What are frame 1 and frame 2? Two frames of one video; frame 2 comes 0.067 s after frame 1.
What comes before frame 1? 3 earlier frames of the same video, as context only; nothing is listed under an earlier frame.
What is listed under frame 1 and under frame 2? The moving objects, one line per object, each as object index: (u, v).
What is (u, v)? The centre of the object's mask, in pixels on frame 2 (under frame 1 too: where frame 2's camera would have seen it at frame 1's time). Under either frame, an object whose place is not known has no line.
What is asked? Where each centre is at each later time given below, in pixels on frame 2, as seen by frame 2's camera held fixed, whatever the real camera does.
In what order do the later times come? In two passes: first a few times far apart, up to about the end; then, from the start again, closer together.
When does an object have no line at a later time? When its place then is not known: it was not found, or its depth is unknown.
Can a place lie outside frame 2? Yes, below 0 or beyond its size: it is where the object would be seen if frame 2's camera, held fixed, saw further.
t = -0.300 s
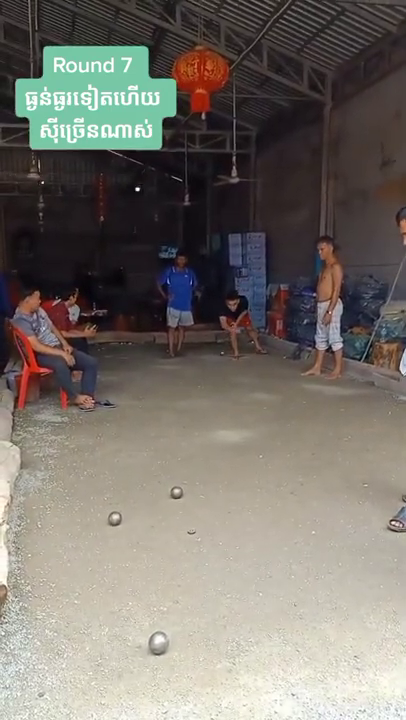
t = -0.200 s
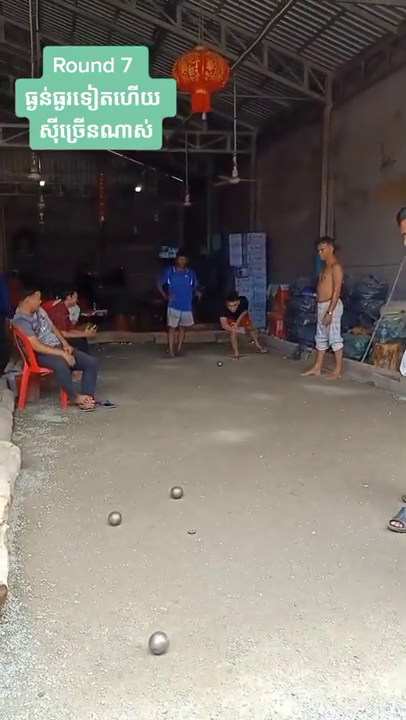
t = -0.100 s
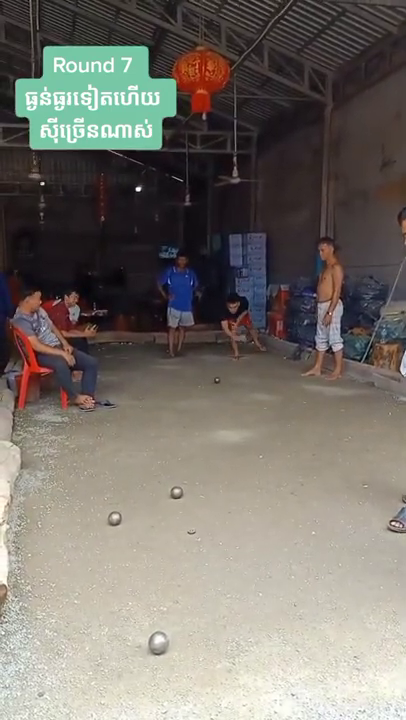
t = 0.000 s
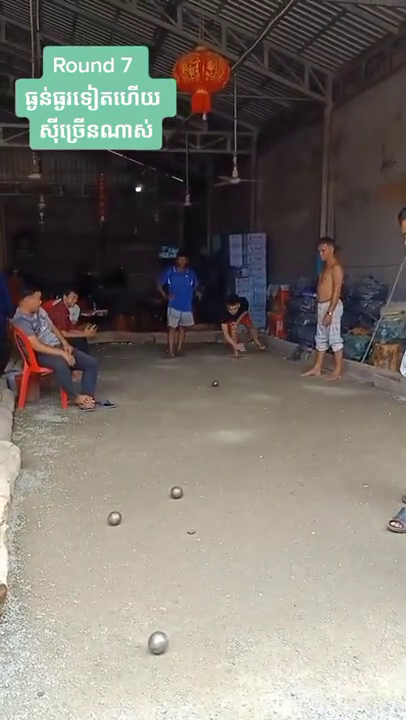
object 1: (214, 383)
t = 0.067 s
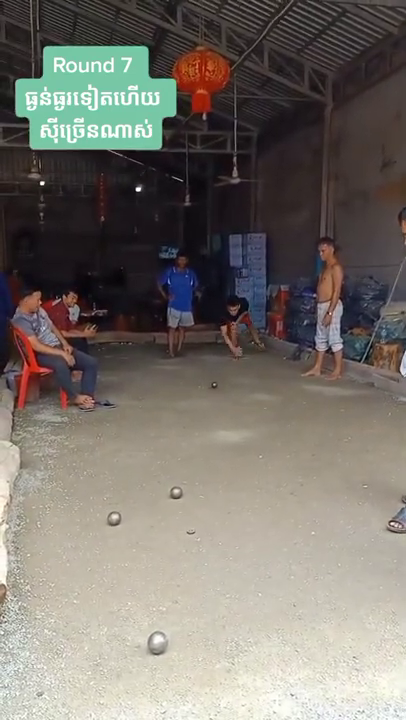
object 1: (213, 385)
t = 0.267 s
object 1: (212, 393)
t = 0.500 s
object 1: (212, 399)
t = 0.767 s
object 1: (211, 408)
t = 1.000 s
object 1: (211, 415)
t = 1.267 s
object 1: (214, 422)
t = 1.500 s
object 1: (217, 429)
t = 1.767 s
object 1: (220, 438)
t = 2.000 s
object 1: (221, 444)
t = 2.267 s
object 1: (223, 451)
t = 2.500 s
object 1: (222, 457)
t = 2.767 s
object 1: (220, 462)
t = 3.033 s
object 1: (221, 467)
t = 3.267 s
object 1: (220, 471)
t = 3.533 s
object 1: (217, 476)
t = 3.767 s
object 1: (216, 479)
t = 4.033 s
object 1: (216, 483)
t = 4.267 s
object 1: (215, 485)
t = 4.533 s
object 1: (213, 485)
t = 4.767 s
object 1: (212, 487)
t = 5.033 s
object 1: (210, 488)
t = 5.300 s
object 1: (207, 488)
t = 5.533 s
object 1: (209, 488)
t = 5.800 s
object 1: (211, 488)
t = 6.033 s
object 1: (209, 488)
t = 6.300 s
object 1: (207, 488)
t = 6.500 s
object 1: (209, 488)
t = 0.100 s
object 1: (213, 386)
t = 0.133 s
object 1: (213, 388)
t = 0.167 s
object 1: (213, 389)
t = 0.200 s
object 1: (212, 390)
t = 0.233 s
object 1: (212, 392)
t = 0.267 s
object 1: (212, 393)
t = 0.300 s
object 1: (212, 394)
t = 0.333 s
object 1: (212, 394)
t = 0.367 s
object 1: (212, 396)
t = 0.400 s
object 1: (212, 396)
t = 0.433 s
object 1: (212, 397)
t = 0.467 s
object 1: (212, 398)
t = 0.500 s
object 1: (212, 399)
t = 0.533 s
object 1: (212, 400)
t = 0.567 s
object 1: (212, 401)
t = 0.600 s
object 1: (212, 403)
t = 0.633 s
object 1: (211, 404)
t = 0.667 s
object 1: (211, 405)
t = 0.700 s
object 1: (211, 406)
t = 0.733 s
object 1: (211, 406)
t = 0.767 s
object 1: (211, 408)
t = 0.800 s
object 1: (211, 409)
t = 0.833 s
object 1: (211, 410)
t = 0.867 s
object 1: (211, 411)
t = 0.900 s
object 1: (211, 412)
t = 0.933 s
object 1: (211, 413)
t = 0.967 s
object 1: (211, 414)
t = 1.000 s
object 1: (211, 415)
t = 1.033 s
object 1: (212, 415)
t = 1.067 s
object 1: (212, 417)
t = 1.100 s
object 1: (212, 417)
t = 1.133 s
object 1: (212, 418)
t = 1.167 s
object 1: (213, 419)
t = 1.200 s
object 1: (213, 420)
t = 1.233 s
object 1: (214, 421)
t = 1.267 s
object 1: (214, 422)
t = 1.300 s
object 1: (214, 423)
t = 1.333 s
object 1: (215, 424)
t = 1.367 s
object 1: (216, 425)
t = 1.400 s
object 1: (216, 426)
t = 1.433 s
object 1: (216, 427)
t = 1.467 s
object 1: (217, 429)
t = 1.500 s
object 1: (217, 429)
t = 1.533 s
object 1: (217, 430)
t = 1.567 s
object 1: (218, 431)
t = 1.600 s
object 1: (218, 432)
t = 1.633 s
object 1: (219, 434)
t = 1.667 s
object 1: (219, 435)
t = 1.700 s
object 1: (219, 435)
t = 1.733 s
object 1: (219, 437)
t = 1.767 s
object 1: (220, 438)
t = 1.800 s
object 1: (220, 439)
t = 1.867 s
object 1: (220, 440)
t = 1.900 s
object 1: (220, 441)
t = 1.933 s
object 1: (221, 442)
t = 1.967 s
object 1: (221, 443)
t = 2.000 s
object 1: (221, 444)
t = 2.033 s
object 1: (221, 445)
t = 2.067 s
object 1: (221, 446)
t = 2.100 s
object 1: (222, 447)
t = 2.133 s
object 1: (222, 448)
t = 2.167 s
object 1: (222, 449)
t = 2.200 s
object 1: (222, 449)
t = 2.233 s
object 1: (223, 450)
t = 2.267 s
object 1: (223, 451)
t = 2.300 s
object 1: (223, 452)
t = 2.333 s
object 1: (223, 453)
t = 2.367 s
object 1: (223, 454)
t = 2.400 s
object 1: (222, 455)
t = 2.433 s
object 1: (223, 455)
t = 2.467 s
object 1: (222, 456)
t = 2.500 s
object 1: (222, 457)
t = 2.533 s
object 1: (222, 458)
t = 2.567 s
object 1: (222, 459)
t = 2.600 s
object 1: (222, 459)
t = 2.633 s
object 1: (221, 460)
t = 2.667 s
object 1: (221, 461)
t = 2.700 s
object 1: (221, 461)
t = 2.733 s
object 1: (220, 462)
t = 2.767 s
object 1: (220, 462)
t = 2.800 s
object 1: (220, 463)
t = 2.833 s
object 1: (220, 464)
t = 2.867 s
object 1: (220, 464)
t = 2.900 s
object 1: (220, 465)
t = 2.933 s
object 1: (220, 466)
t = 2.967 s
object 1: (220, 466)
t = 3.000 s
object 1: (220, 467)
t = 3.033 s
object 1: (221, 467)
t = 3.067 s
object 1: (221, 468)
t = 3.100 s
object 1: (221, 469)
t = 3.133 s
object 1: (221, 469)
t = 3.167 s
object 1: (221, 470)
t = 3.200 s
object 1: (221, 470)
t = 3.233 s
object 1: (221, 471)
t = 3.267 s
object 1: (220, 471)
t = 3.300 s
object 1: (220, 472)
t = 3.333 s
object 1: (220, 473)
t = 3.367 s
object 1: (219, 473)
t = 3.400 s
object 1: (219, 474)
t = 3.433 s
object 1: (219, 474)
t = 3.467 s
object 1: (218, 475)
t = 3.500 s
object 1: (217, 475)
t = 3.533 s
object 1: (217, 476)
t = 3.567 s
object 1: (217, 476)
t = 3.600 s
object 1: (217, 477)
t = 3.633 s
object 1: (217, 478)
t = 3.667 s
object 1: (216, 478)
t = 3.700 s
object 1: (216, 478)
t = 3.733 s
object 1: (216, 479)
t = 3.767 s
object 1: (216, 479)
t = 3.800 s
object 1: (216, 479)
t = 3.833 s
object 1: (216, 480)
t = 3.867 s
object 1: (216, 481)
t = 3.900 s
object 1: (216, 481)
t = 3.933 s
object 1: (216, 481)
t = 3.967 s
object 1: (216, 482)
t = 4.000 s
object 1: (216, 482)
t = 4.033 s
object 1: (216, 483)
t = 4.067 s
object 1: (217, 483)
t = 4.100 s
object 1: (216, 483)
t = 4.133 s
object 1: (216, 484)
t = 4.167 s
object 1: (216, 484)
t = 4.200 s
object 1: (216, 484)
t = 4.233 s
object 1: (216, 484)
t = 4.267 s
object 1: (215, 485)
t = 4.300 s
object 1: (215, 485)
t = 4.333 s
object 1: (215, 485)
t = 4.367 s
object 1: (215, 485)
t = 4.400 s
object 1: (215, 485)
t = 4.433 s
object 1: (215, 485)
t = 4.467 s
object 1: (214, 485)
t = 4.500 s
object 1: (214, 486)
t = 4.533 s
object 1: (213, 485)
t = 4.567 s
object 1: (213, 486)
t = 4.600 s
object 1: (213, 486)
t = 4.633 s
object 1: (213, 486)
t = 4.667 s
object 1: (212, 486)
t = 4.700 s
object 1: (212, 486)
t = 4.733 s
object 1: (212, 486)
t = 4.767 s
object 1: (212, 487)
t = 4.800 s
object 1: (212, 487)
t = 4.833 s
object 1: (212, 487)
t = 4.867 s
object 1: (212, 487)
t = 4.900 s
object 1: (212, 487)
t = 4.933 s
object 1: (212, 488)
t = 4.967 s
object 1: (212, 487)
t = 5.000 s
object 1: (211, 488)
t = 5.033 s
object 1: (210, 488)
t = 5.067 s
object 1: (210, 488)
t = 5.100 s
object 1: (209, 488)
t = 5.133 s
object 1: (209, 488)
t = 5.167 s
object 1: (208, 488)
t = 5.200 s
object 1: (208, 488)
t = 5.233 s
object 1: (207, 488)
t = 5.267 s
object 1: (207, 488)
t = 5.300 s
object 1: (207, 488)
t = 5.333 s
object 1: (207, 488)
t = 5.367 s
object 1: (207, 488)
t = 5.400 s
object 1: (208, 488)
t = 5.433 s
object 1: (208, 488)
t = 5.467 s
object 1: (208, 488)
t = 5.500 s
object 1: (209, 488)
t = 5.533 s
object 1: (209, 488)
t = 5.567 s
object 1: (210, 488)
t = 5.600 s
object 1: (210, 488)
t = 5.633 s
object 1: (210, 488)
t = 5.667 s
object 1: (211, 488)
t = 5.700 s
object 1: (211, 488)
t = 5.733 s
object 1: (211, 488)
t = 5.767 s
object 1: (211, 488)
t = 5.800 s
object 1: (211, 488)
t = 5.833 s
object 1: (211, 488)
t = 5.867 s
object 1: (211, 488)
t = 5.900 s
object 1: (211, 488)
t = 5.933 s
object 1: (210, 488)
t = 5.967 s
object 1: (210, 488)
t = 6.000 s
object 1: (210, 488)
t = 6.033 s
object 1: (209, 488)
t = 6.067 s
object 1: (209, 488)
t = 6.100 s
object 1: (209, 488)
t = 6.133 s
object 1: (209, 488)
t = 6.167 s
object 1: (208, 488)
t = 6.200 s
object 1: (208, 489)
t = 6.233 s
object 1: (207, 488)
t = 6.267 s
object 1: (208, 488)
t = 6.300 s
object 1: (207, 488)
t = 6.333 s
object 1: (208, 489)
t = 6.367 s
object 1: (208, 488)
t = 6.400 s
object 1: (208, 488)
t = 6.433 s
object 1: (208, 488)
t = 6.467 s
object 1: (208, 488)
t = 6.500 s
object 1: (209, 488)
